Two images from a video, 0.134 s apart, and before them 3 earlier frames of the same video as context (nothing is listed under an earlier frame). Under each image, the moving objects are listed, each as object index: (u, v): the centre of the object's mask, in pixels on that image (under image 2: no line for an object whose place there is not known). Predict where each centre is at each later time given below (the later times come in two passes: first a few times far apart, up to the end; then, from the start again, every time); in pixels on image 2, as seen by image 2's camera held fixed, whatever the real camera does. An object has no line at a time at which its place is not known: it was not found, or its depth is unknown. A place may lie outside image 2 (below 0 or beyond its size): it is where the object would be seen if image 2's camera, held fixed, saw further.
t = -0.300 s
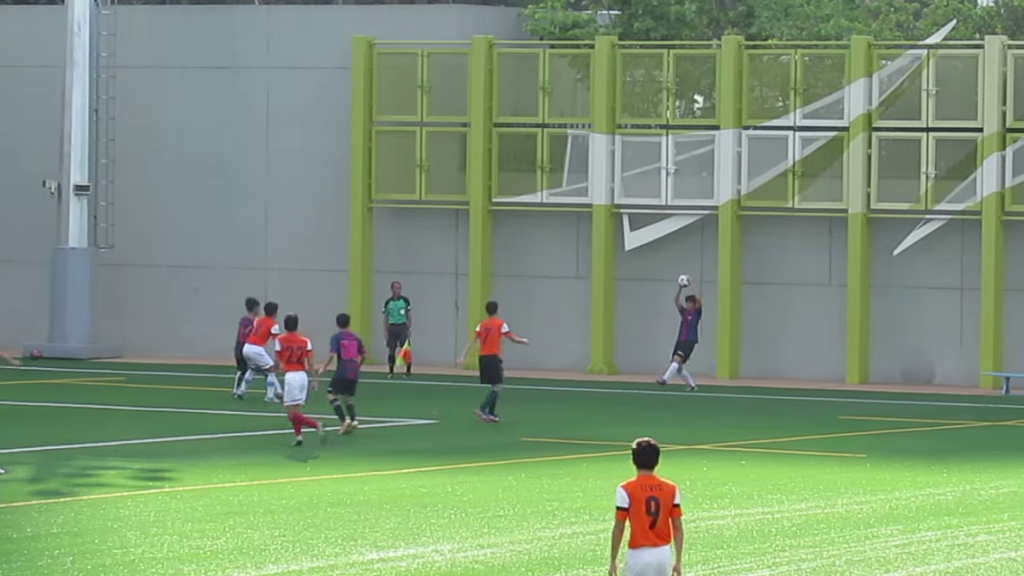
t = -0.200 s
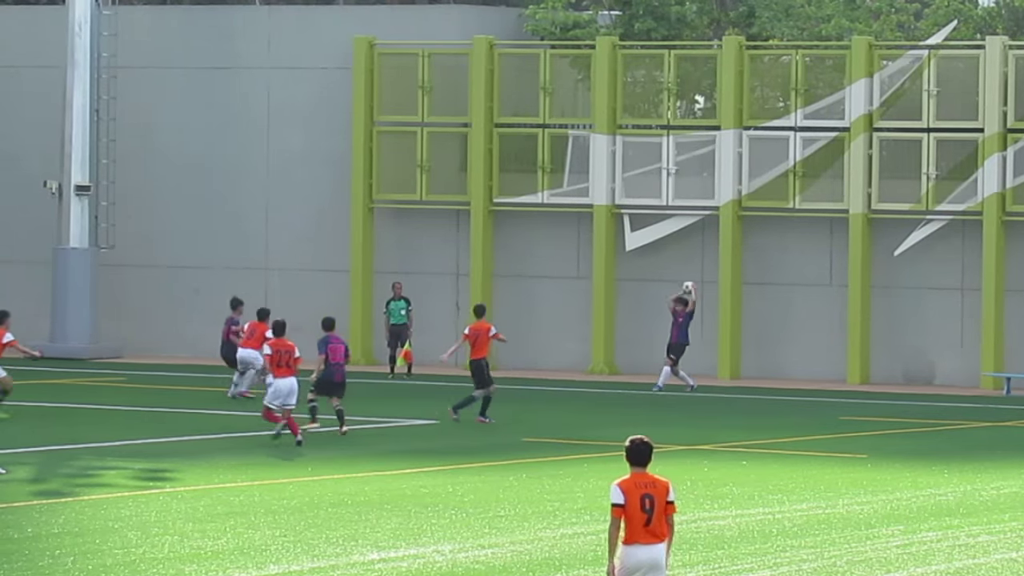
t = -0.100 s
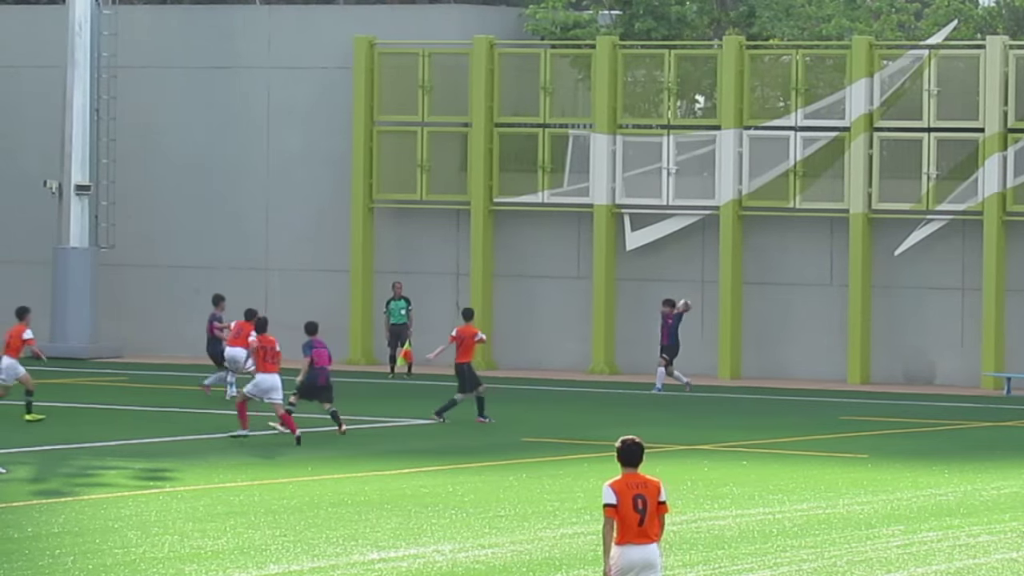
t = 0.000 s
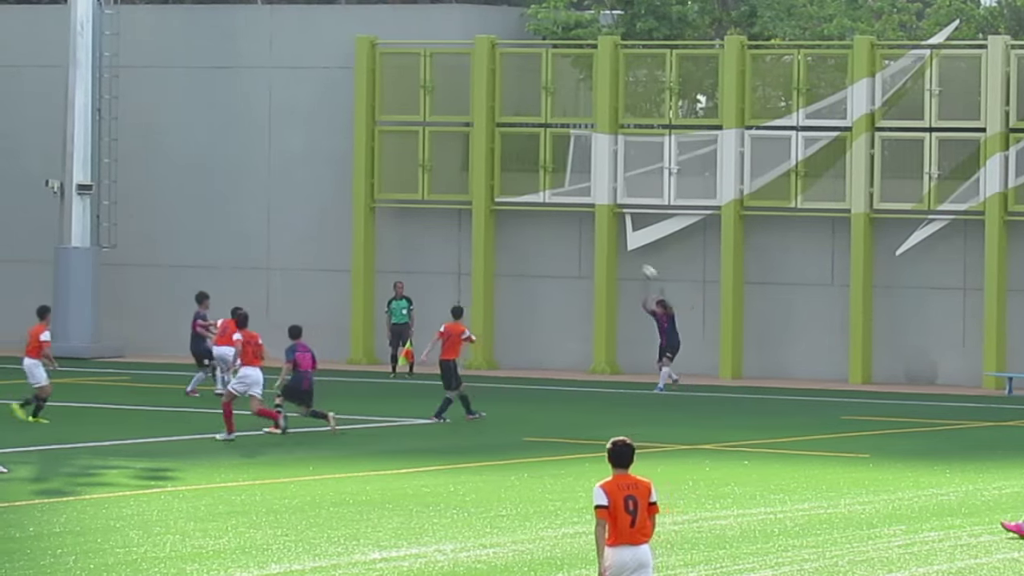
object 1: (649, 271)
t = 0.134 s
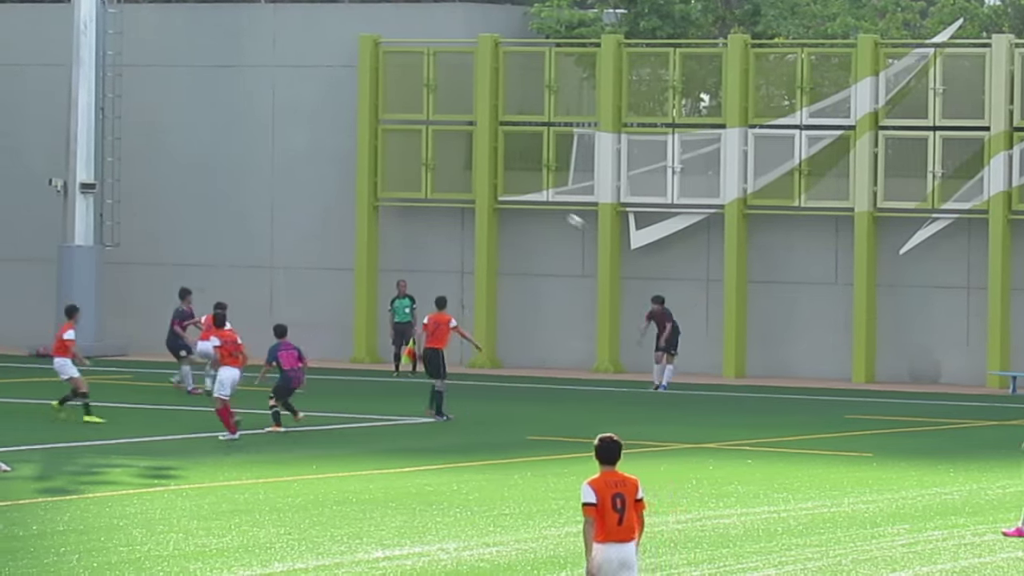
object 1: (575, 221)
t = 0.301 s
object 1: (480, 171)
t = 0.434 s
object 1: (407, 143)
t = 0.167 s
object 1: (556, 209)
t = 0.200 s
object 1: (536, 199)
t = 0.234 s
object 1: (516, 189)
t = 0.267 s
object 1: (498, 180)
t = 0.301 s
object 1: (480, 171)
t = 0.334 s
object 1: (462, 164)
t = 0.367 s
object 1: (443, 156)
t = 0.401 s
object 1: (425, 149)
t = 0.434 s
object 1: (407, 143)
